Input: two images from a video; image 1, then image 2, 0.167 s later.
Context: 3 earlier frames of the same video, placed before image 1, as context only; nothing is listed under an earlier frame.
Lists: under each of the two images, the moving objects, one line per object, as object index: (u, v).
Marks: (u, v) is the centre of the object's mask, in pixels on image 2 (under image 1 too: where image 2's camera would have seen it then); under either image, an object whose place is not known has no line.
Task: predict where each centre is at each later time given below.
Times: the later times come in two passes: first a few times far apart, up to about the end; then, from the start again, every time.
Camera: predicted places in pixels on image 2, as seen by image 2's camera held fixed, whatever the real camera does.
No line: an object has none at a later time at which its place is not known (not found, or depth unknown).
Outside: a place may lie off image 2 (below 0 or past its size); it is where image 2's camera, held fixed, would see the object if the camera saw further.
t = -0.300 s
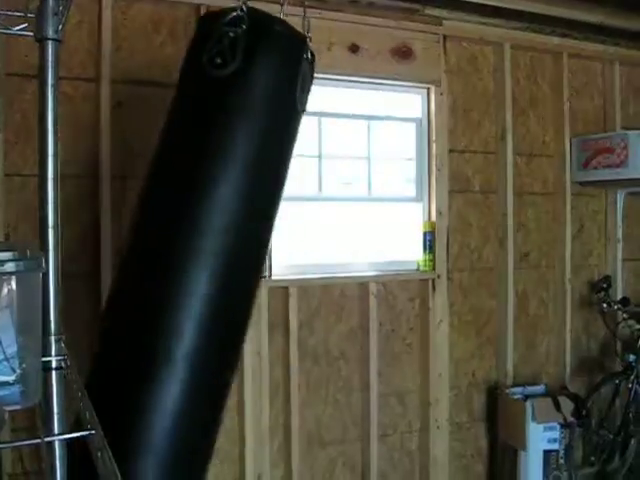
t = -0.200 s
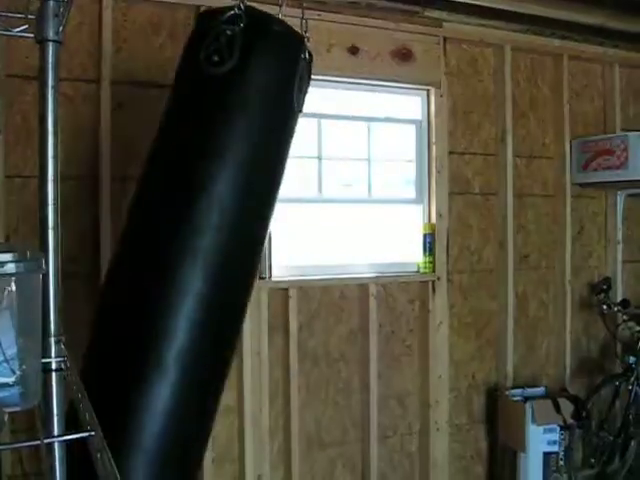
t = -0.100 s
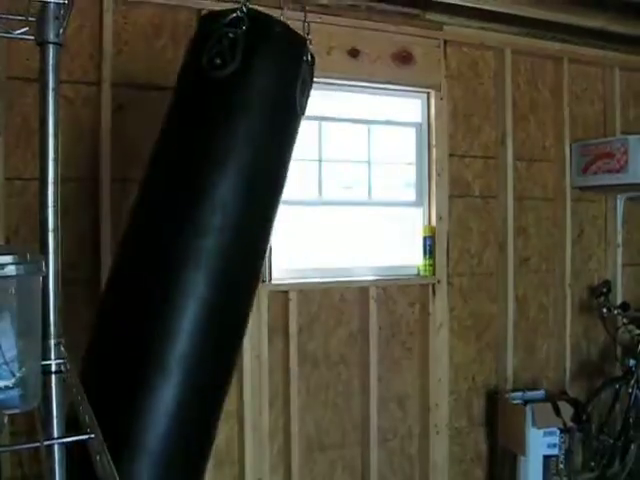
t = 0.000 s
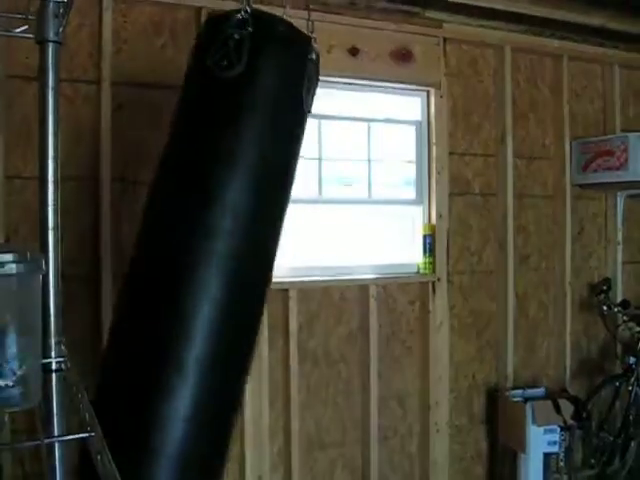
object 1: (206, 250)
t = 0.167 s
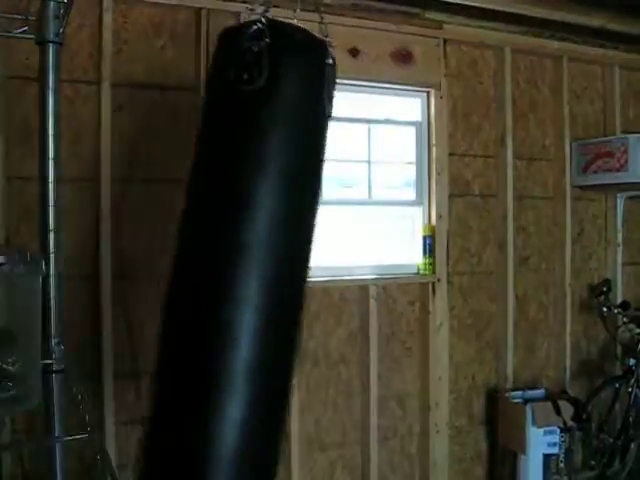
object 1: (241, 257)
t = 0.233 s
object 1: (260, 259)
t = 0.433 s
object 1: (318, 261)
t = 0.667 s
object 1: (374, 260)
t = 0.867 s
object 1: (396, 252)
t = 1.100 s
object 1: (392, 252)
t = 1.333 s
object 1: (357, 260)
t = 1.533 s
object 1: (307, 262)
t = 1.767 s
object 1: (243, 259)
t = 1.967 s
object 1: (204, 250)
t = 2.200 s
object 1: (198, 245)
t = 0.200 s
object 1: (251, 258)
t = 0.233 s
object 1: (260, 259)
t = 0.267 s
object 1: (269, 259)
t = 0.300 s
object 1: (280, 258)
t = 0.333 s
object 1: (289, 260)
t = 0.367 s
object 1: (299, 261)
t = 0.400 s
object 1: (309, 260)
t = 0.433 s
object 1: (318, 261)
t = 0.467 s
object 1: (327, 261)
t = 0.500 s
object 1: (336, 261)
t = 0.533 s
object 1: (345, 262)
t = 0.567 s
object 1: (353, 261)
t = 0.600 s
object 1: (360, 261)
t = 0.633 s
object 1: (367, 260)
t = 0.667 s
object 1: (374, 260)
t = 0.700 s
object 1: (379, 260)
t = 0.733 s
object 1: (384, 259)
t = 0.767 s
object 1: (388, 257)
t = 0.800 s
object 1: (391, 257)
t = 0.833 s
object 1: (394, 255)
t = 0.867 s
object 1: (396, 252)
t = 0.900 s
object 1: (397, 251)
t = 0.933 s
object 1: (397, 250)
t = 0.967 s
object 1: (397, 250)
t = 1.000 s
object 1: (397, 249)
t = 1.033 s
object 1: (396, 250)
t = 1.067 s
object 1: (394, 250)
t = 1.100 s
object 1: (392, 252)
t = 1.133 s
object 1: (388, 253)
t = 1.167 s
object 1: (384, 254)
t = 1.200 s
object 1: (380, 256)
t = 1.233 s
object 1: (375, 258)
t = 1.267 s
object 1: (369, 259)
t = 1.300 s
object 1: (363, 260)
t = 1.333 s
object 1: (357, 260)
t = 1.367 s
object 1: (349, 260)
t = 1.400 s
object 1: (341, 261)
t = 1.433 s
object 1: (333, 261)
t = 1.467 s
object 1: (324, 262)
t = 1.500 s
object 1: (316, 261)
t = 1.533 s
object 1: (307, 262)
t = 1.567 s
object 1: (298, 262)
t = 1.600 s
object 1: (289, 261)
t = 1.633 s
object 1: (279, 260)
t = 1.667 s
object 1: (270, 260)
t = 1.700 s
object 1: (261, 260)
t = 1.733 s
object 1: (252, 260)
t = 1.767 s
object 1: (243, 259)
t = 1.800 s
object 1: (234, 259)
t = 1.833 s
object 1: (226, 257)
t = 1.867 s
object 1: (220, 256)
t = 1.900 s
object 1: (213, 254)
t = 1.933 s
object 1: (208, 252)
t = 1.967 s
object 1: (204, 250)
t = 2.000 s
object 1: (201, 248)
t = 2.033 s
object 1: (198, 246)
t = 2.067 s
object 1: (197, 245)
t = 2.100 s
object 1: (196, 244)
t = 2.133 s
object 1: (196, 244)
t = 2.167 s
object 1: (196, 245)
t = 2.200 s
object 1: (198, 245)
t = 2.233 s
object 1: (200, 246)
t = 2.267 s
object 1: (203, 248)
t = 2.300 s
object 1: (207, 250)
